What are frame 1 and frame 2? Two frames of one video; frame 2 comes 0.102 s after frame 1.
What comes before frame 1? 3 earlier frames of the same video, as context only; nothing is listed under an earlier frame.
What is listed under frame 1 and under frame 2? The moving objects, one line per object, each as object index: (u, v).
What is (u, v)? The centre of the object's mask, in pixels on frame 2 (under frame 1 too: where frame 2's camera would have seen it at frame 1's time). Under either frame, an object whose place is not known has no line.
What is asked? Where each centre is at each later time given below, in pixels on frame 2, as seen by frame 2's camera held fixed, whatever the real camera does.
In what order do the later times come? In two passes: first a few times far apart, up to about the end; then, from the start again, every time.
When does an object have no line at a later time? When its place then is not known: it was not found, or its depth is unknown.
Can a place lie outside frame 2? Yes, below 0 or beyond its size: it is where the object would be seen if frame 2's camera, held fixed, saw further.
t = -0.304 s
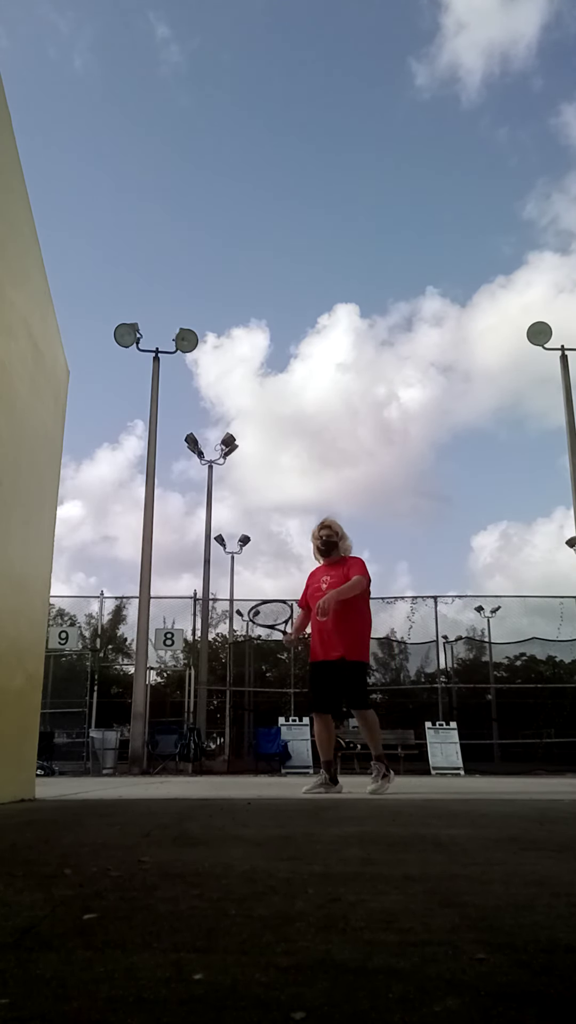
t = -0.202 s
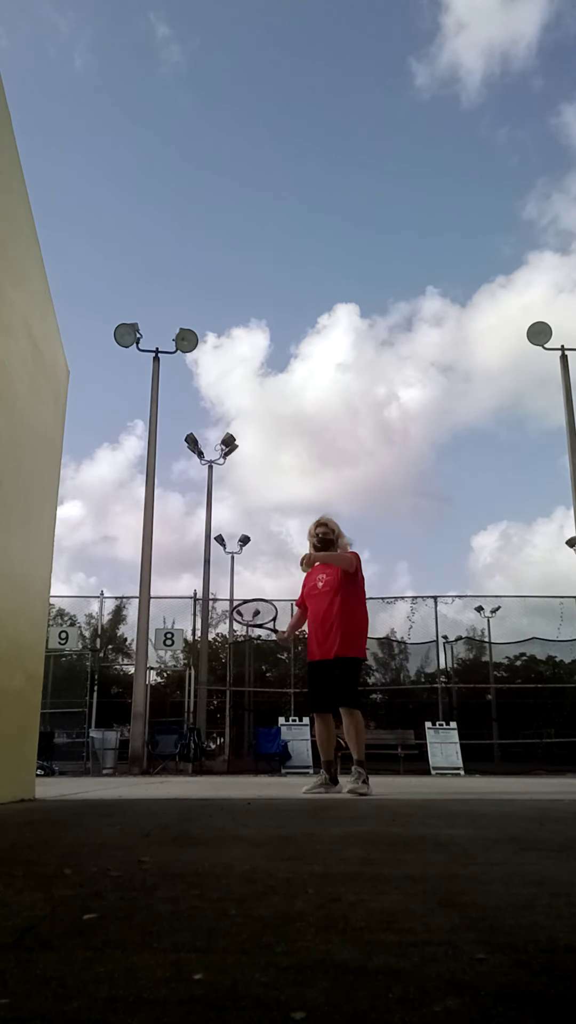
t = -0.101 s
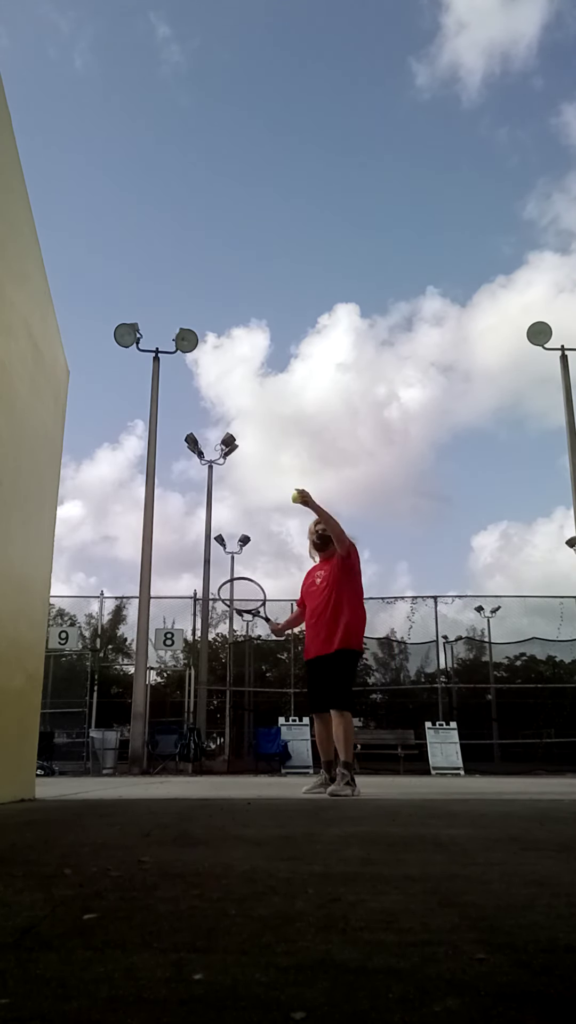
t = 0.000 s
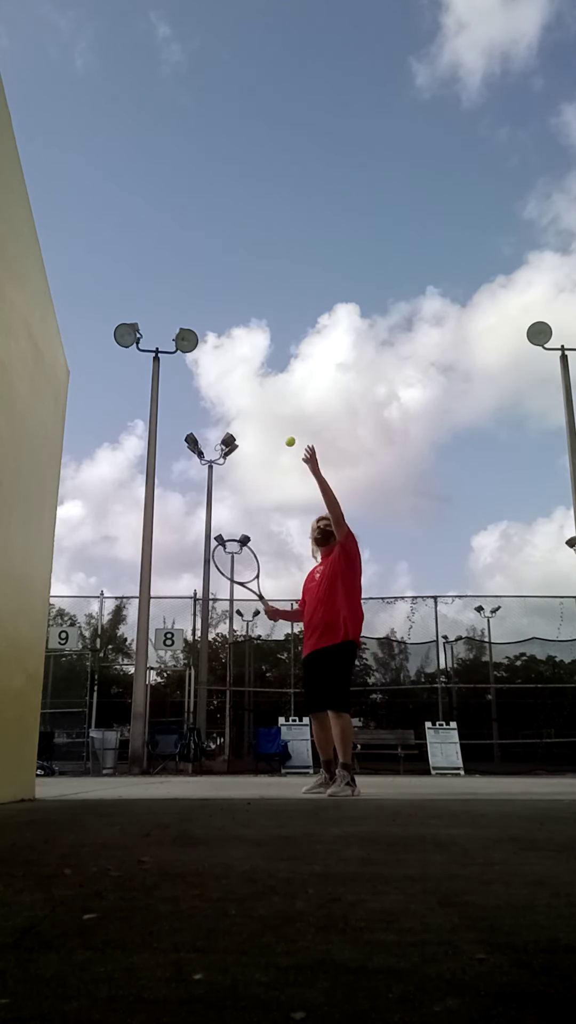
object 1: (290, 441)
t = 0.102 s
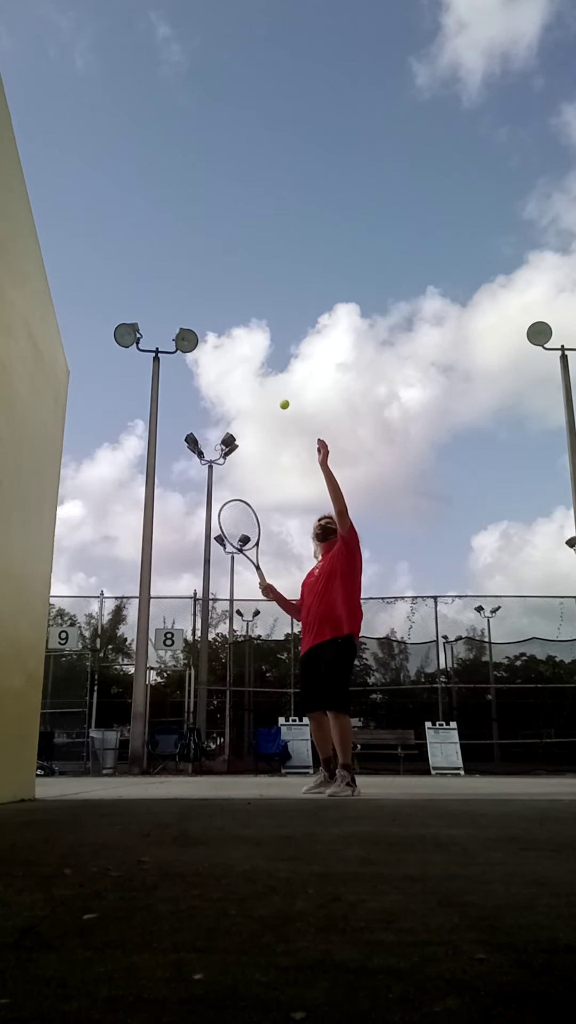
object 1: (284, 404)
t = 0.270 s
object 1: (276, 378)
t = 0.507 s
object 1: (265, 406)
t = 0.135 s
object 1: (282, 396)
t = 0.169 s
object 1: (281, 389)
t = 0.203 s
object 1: (279, 384)
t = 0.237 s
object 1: (277, 380)
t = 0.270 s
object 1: (276, 378)
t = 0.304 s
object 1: (274, 377)
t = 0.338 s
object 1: (273, 378)
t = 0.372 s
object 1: (271, 381)
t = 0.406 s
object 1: (269, 385)
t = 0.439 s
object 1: (268, 390)
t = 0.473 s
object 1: (267, 397)
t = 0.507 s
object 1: (265, 406)
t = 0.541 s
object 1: (264, 416)
